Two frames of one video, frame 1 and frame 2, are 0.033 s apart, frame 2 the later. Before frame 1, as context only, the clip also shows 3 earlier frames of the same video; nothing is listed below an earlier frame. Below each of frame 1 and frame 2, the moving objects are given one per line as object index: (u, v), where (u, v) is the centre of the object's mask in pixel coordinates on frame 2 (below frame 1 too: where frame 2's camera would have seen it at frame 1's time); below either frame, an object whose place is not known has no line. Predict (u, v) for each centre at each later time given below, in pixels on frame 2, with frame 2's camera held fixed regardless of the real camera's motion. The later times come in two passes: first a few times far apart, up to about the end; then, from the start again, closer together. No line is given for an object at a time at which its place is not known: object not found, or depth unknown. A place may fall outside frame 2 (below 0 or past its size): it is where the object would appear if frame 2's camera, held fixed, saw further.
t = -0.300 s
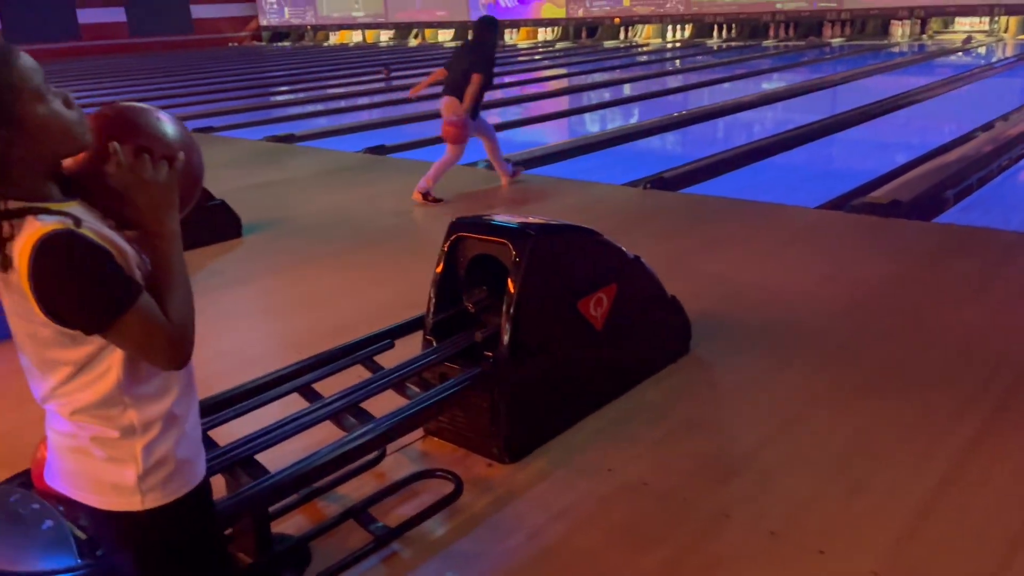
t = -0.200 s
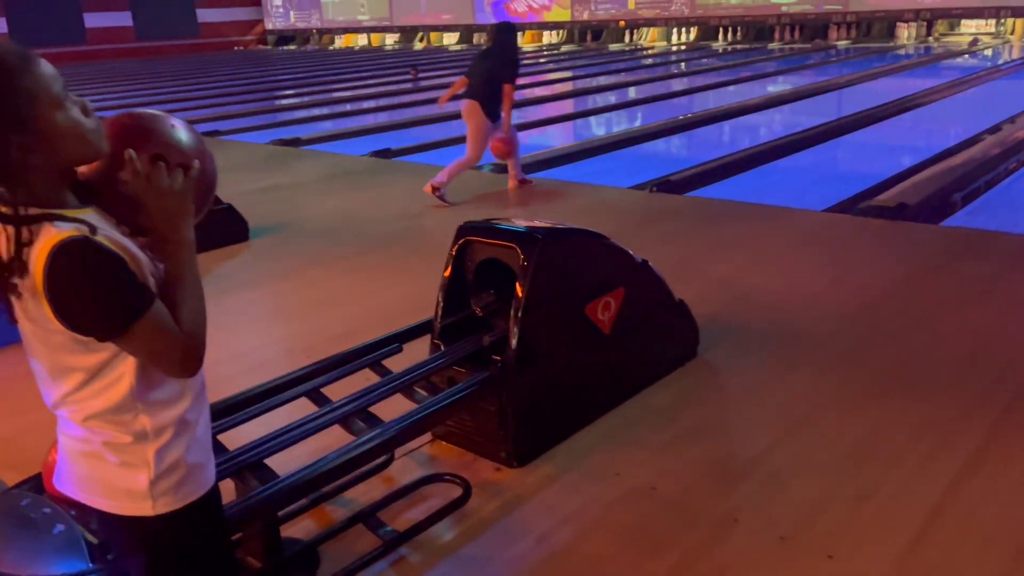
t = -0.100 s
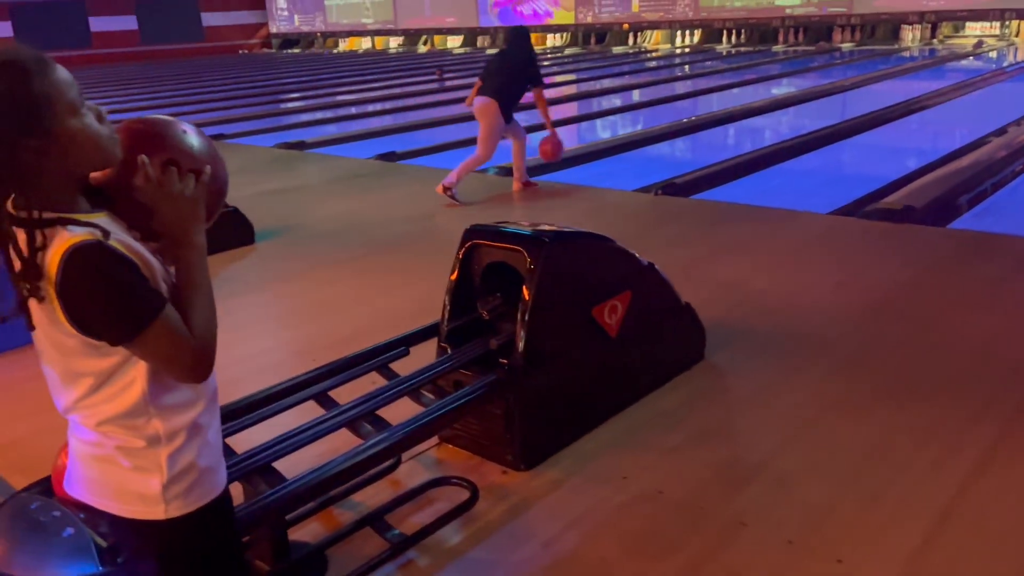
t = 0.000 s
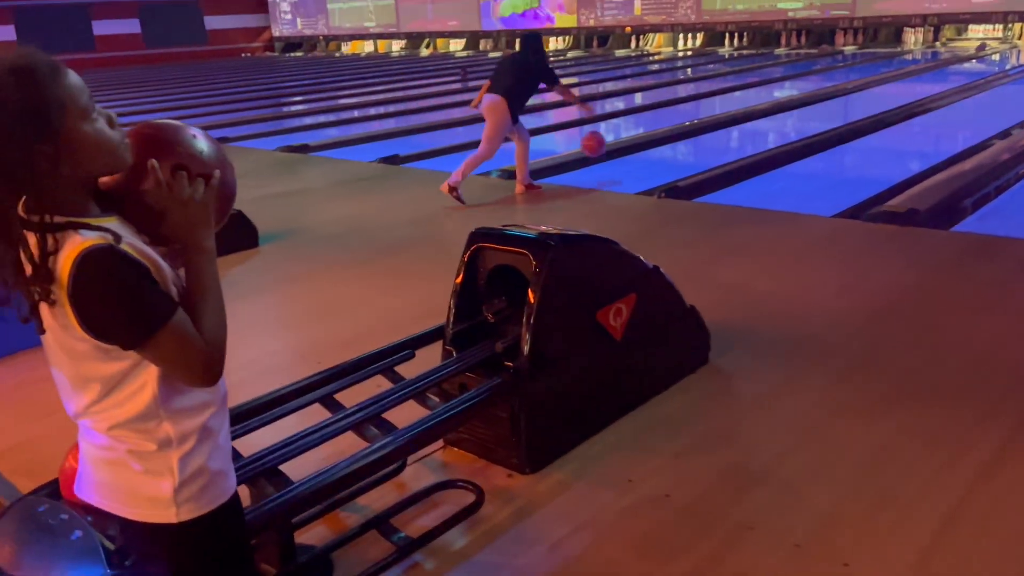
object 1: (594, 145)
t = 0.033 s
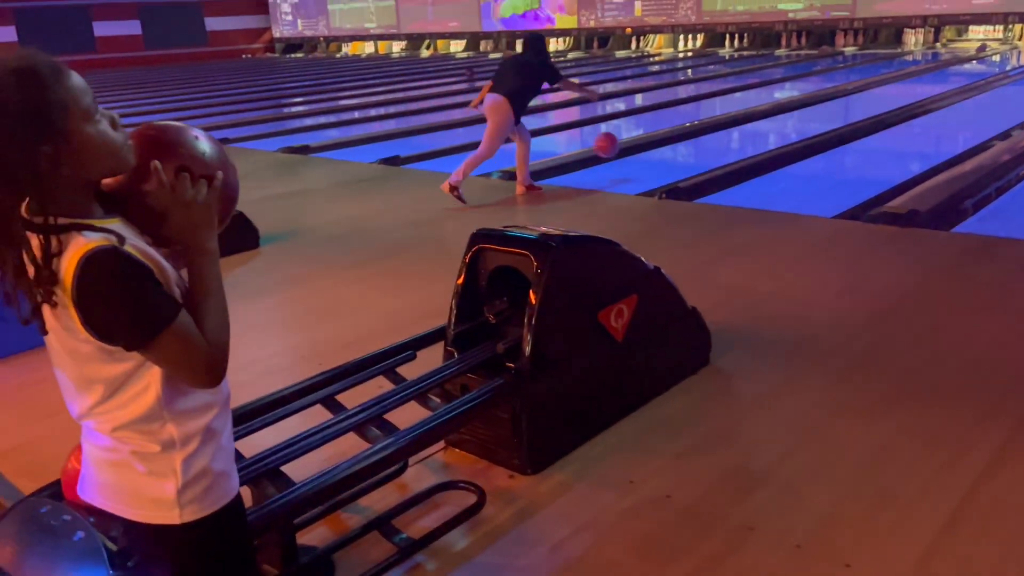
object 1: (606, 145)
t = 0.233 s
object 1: (669, 148)
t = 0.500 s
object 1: (735, 129)
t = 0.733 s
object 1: (782, 115)
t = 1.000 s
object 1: (825, 102)
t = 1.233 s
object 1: (857, 92)
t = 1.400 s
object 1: (875, 86)
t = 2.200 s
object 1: (945, 63)
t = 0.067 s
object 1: (618, 145)
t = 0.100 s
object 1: (628, 147)
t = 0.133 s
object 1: (639, 151)
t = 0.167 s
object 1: (649, 155)
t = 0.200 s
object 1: (659, 152)
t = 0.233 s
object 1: (669, 148)
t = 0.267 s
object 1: (678, 146)
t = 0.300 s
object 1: (688, 144)
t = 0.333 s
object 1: (696, 142)
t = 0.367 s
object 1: (704, 139)
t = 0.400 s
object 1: (712, 136)
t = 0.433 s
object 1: (720, 134)
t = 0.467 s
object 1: (728, 132)
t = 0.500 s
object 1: (735, 129)
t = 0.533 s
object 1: (743, 127)
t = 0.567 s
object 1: (750, 125)
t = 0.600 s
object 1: (756, 122)
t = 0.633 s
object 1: (763, 120)
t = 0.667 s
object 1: (769, 119)
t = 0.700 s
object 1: (776, 116)
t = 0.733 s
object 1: (782, 115)
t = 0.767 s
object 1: (788, 113)
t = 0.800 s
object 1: (793, 111)
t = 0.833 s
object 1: (799, 110)
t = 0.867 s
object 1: (804, 108)
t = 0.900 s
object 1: (809, 107)
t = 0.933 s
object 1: (815, 105)
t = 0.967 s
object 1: (820, 103)
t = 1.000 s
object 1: (825, 102)
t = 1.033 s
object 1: (830, 101)
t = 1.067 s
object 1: (834, 99)
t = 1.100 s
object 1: (839, 98)
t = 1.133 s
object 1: (844, 97)
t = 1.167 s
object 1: (848, 95)
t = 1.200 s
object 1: (852, 94)
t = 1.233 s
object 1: (857, 92)
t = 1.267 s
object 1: (860, 92)
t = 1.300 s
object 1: (863, 90)
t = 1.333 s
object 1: (867, 89)
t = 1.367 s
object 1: (872, 87)
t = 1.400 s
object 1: (875, 86)
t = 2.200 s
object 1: (945, 63)
